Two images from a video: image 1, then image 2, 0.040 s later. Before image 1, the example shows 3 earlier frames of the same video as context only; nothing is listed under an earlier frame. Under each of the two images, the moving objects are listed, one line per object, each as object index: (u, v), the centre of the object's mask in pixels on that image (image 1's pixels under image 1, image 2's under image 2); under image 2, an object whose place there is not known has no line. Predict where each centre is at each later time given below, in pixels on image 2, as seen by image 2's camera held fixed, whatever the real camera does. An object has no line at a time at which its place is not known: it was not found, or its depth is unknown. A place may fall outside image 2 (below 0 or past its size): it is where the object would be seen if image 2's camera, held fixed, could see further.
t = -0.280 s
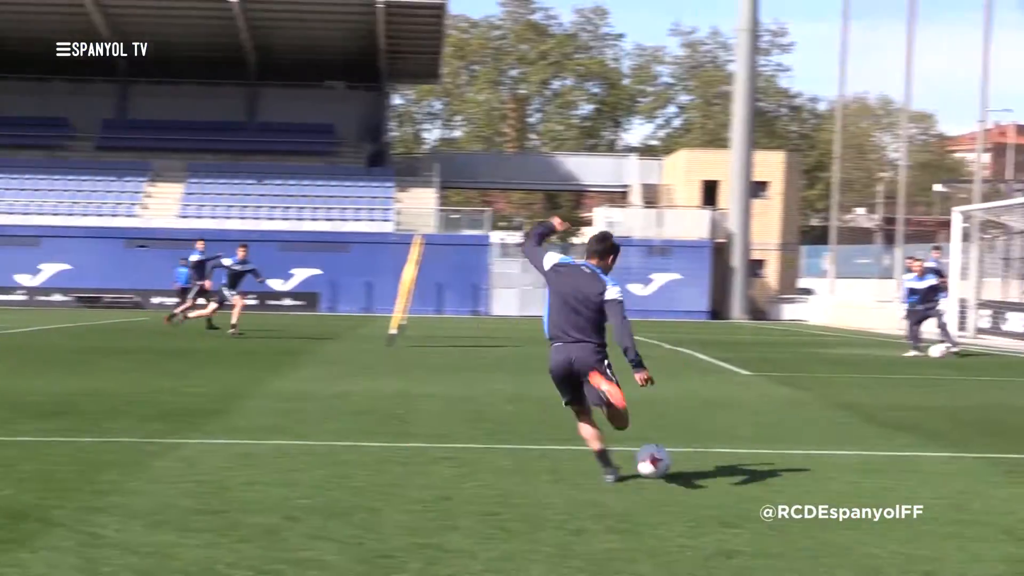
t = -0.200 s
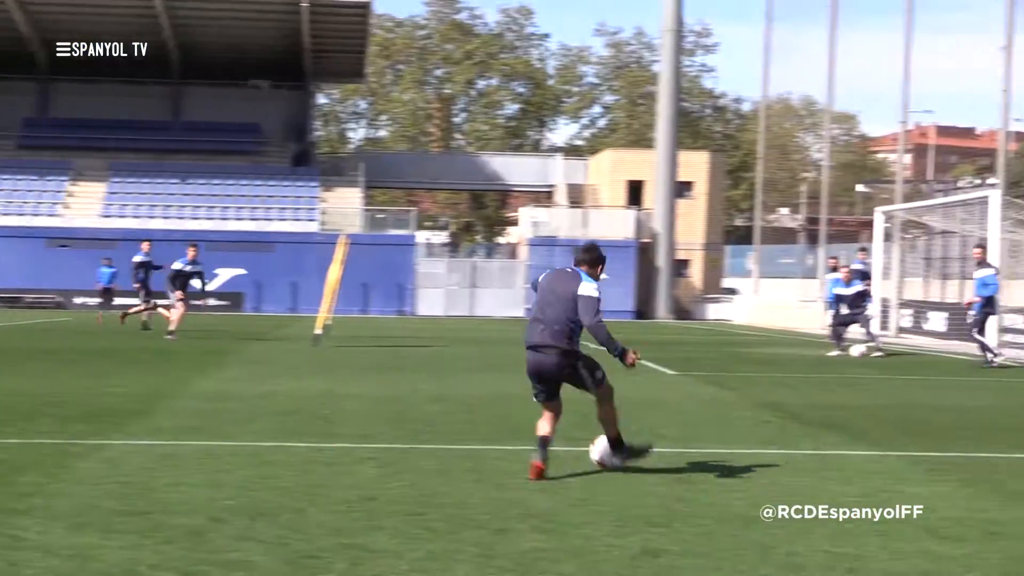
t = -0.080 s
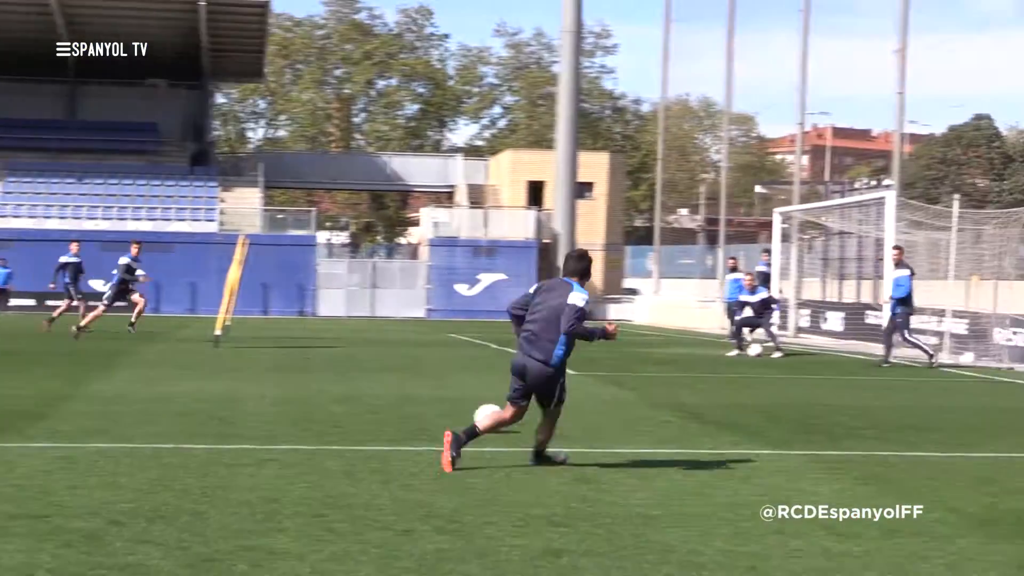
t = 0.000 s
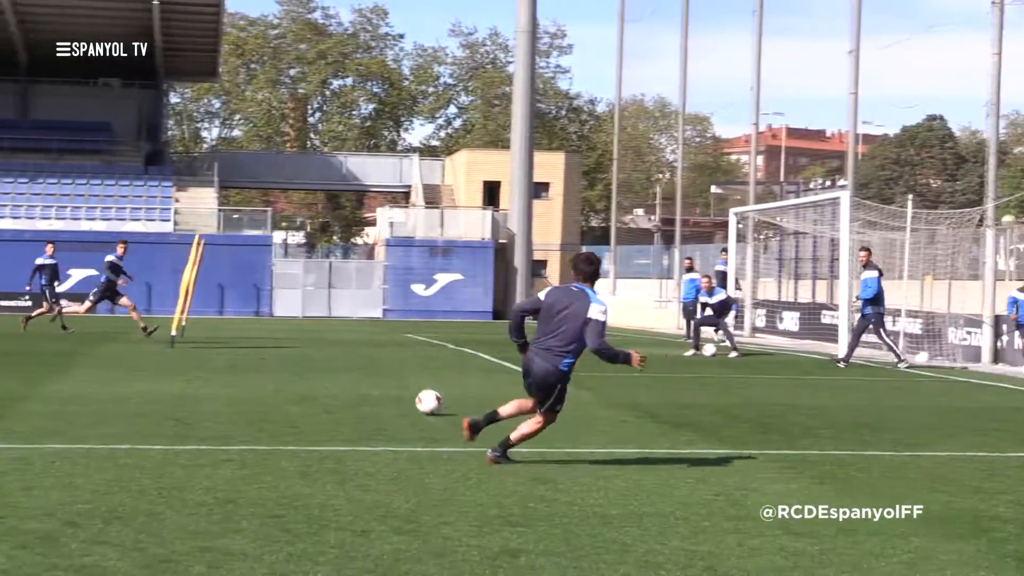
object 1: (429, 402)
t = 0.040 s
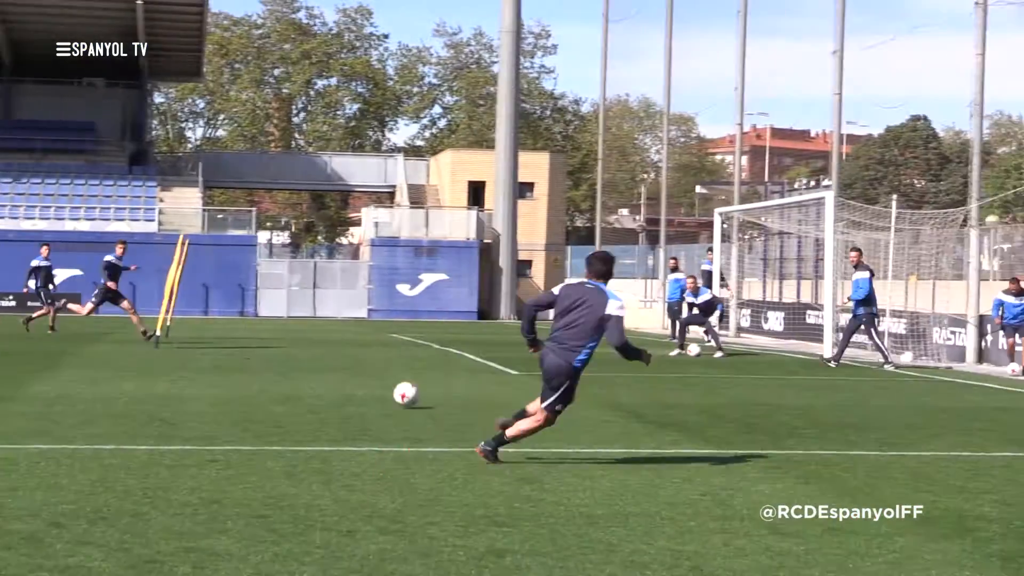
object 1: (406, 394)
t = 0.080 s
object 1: (396, 389)
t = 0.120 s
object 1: (386, 384)
